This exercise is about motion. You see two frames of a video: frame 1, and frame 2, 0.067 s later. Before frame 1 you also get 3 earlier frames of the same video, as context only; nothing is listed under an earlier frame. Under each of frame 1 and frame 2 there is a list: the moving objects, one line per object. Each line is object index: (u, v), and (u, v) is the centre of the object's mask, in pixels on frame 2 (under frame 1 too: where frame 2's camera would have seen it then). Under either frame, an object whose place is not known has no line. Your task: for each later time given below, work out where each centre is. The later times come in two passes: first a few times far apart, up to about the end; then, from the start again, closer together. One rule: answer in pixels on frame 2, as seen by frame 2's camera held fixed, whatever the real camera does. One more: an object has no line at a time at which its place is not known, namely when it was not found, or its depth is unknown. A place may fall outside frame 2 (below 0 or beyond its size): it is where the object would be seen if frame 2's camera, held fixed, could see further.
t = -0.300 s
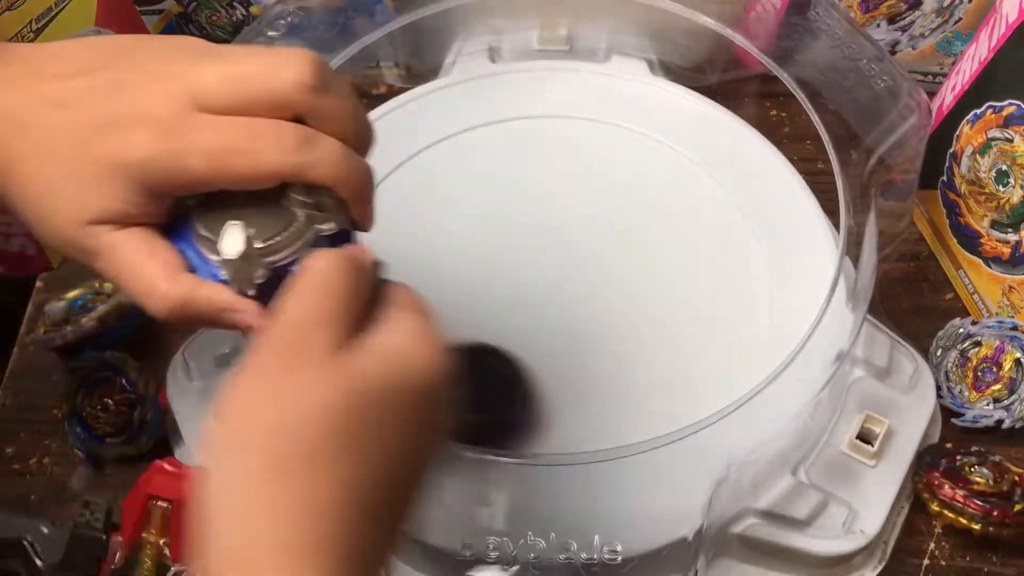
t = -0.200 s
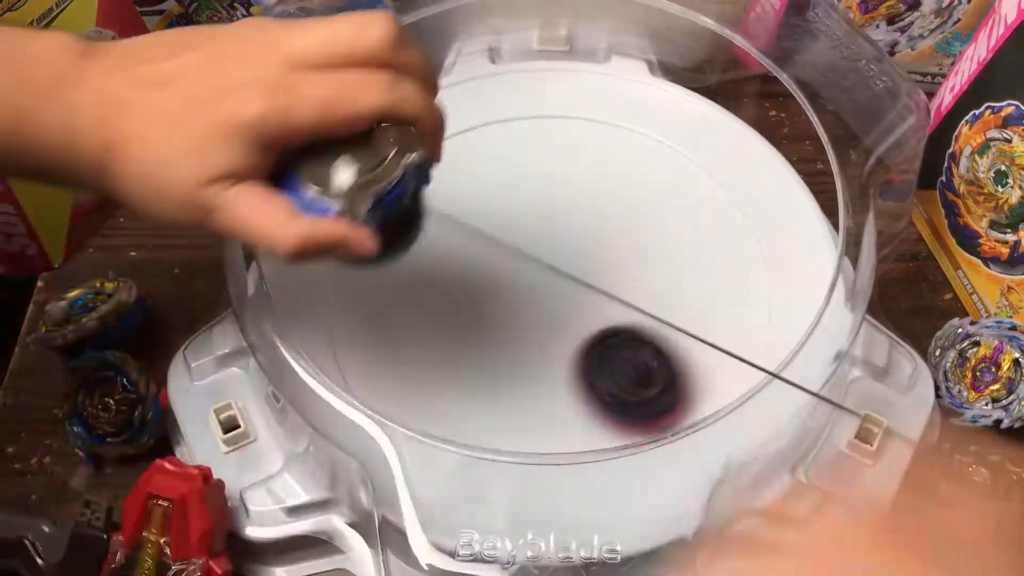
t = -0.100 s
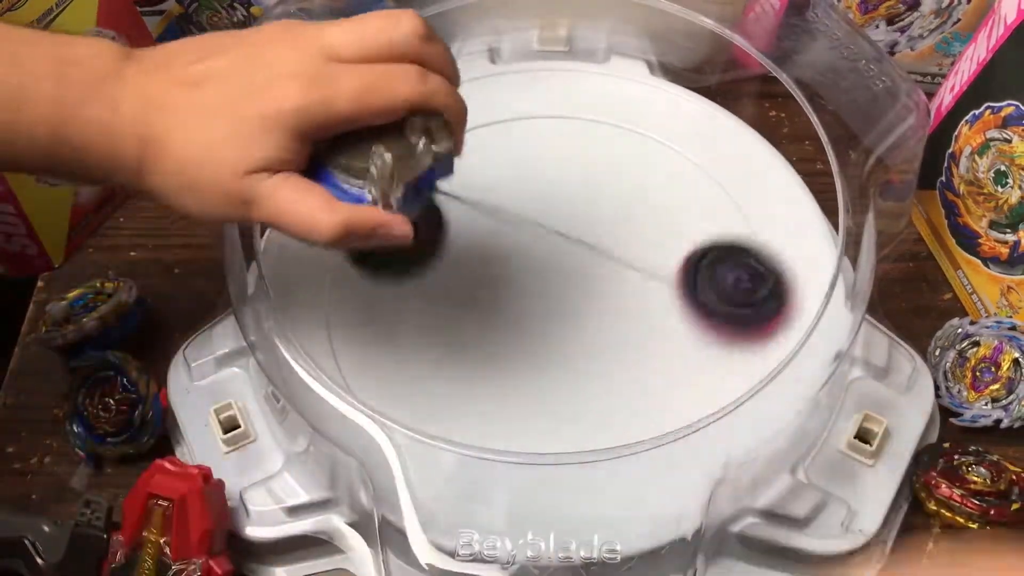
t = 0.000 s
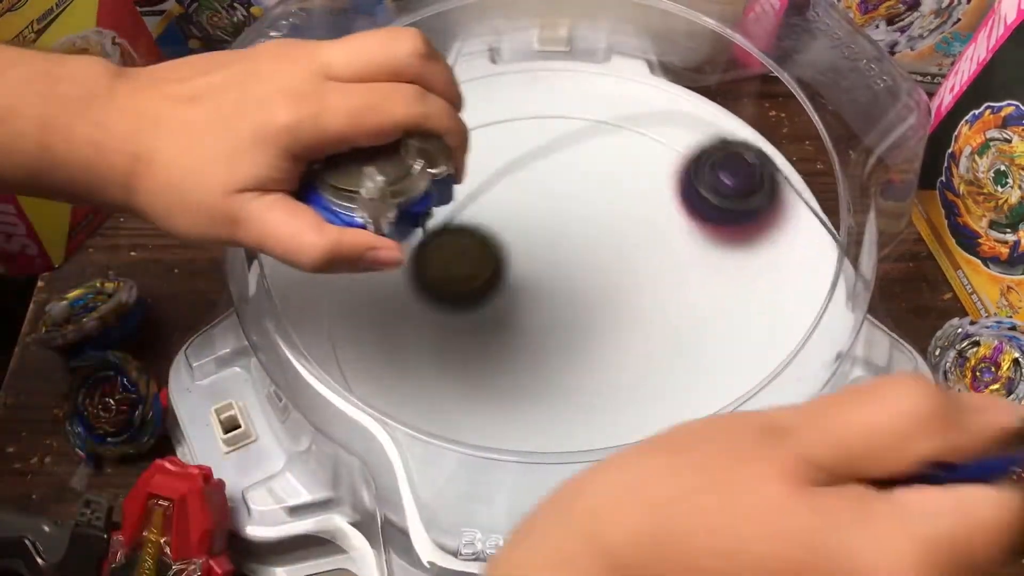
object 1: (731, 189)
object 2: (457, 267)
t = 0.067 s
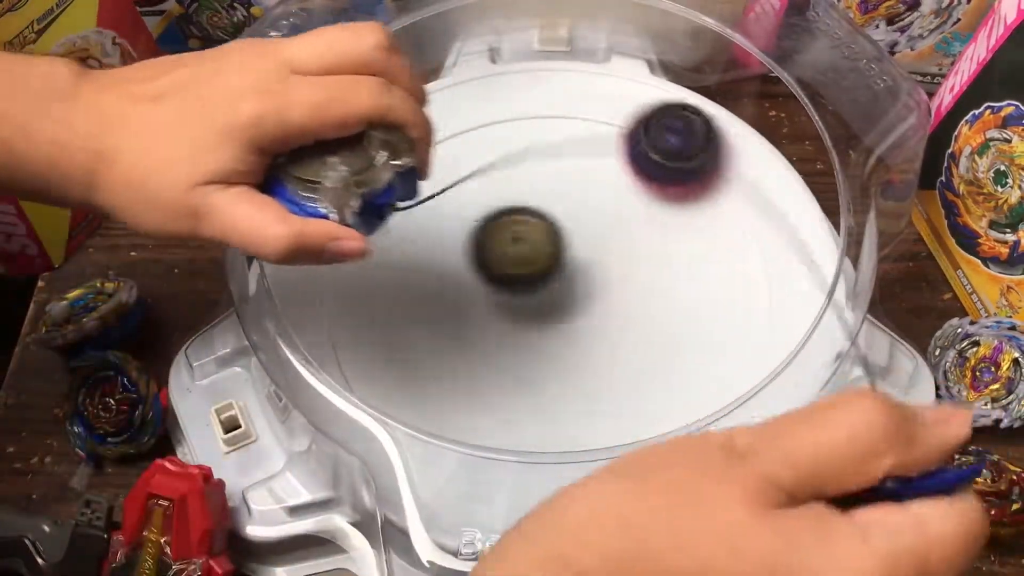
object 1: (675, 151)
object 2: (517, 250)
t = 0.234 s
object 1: (502, 121)
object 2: (638, 247)
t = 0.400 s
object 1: (375, 248)
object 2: (679, 268)
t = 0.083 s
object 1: (660, 143)
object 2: (532, 252)
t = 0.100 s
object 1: (645, 135)
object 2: (547, 260)
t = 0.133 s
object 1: (612, 121)
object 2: (572, 257)
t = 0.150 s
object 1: (594, 118)
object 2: (583, 248)
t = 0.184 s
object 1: (557, 116)
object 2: (606, 240)
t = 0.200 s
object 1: (538, 116)
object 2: (617, 240)
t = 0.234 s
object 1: (502, 121)
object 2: (638, 247)
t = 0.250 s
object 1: (484, 127)
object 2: (646, 243)
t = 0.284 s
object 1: (452, 143)
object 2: (658, 239)
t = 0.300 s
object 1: (435, 154)
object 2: (665, 241)
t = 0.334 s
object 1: (408, 180)
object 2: (674, 251)
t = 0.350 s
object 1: (397, 196)
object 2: (676, 252)
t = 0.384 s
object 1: (380, 229)
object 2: (679, 260)
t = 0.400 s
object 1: (375, 248)
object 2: (679, 268)
